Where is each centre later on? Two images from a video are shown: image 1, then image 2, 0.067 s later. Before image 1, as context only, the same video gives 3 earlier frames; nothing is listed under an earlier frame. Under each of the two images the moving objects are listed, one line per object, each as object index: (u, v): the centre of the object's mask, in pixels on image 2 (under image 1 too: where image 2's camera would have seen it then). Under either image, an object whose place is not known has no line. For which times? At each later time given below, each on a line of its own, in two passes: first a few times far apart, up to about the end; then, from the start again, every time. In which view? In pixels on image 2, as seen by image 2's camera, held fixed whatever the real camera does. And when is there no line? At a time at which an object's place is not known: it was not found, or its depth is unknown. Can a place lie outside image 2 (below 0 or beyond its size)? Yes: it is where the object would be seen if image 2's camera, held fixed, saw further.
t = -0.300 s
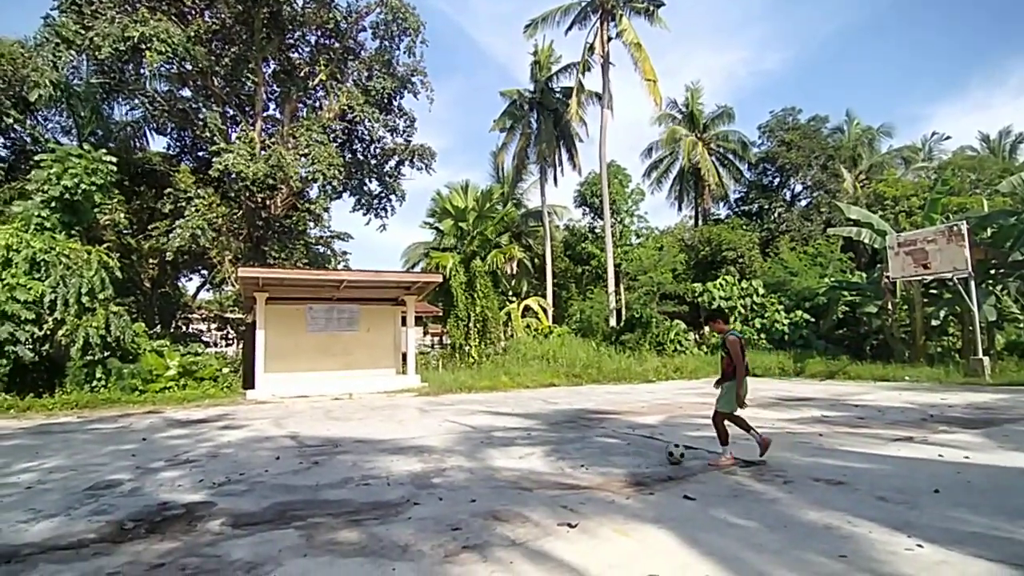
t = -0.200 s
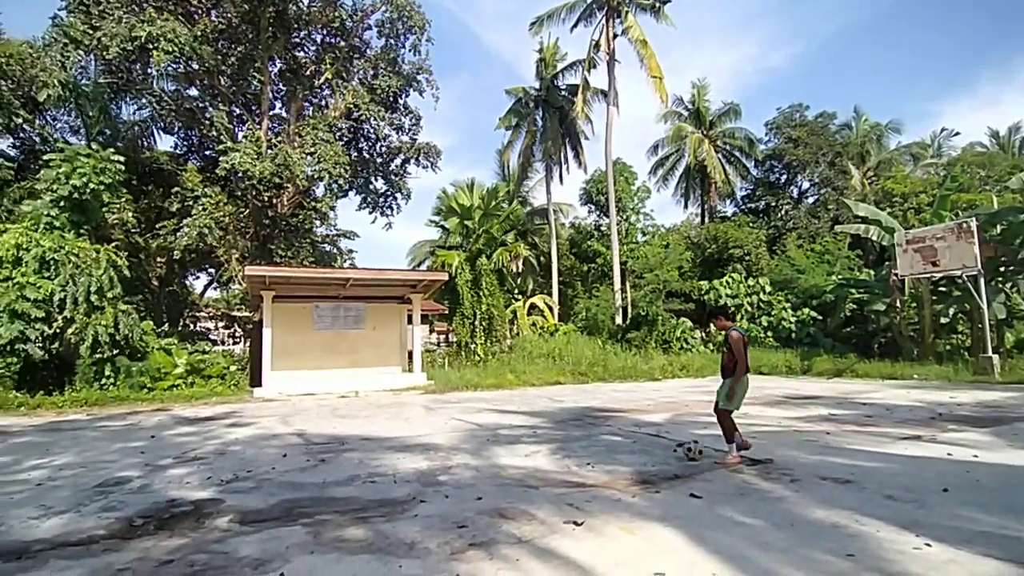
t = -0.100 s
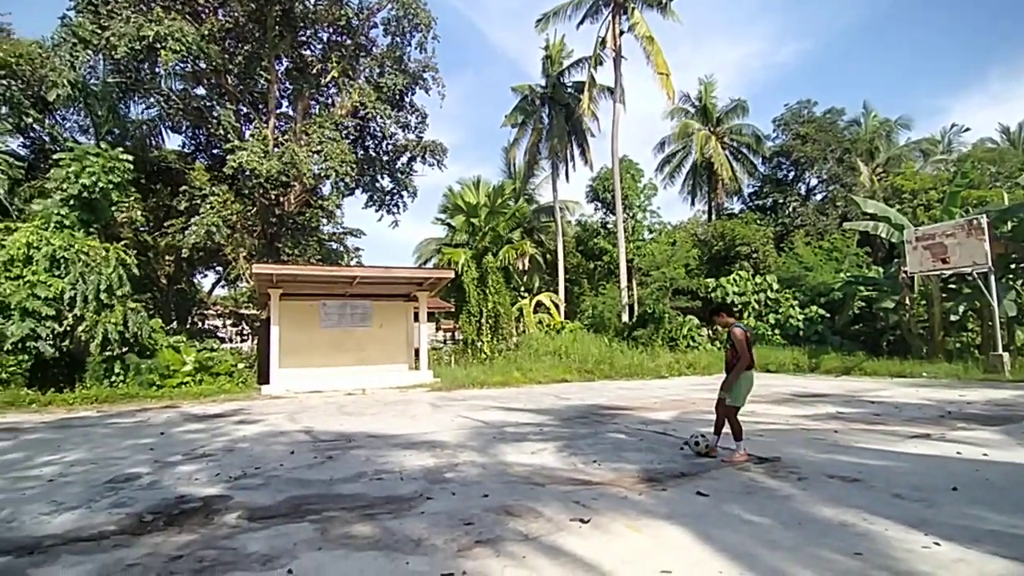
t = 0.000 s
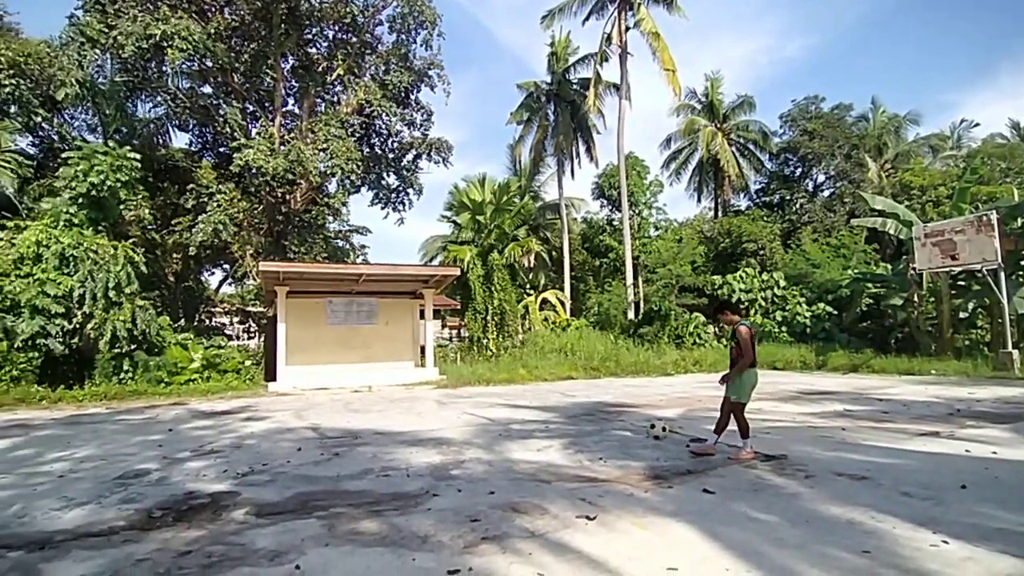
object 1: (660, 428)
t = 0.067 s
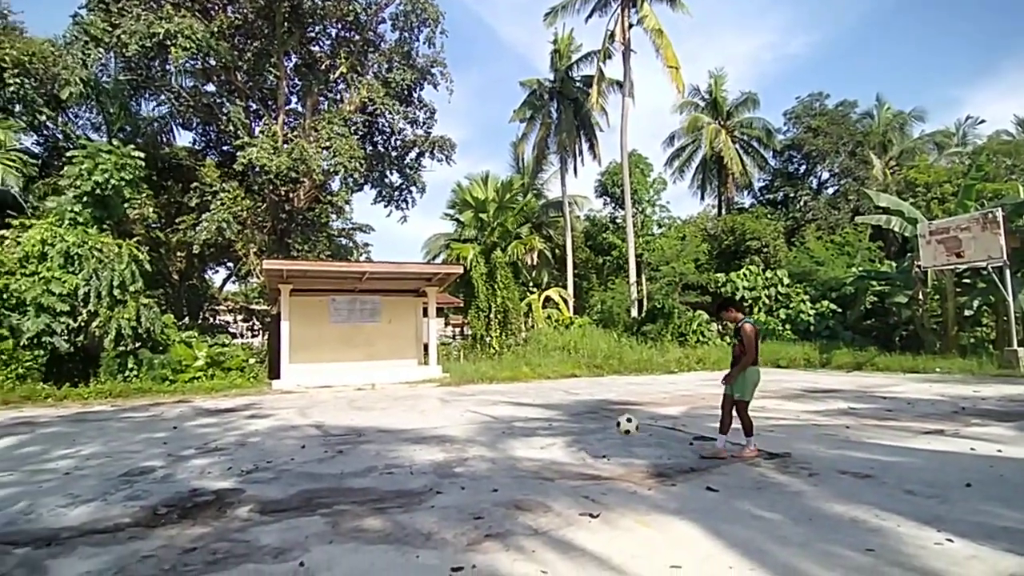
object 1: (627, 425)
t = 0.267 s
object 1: (513, 447)
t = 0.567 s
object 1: (351, 474)
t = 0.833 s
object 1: (219, 500)
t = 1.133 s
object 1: (77, 518)
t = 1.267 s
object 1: (6, 530)
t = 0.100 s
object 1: (609, 425)
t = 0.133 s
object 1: (592, 426)
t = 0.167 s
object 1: (573, 430)
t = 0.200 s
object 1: (554, 434)
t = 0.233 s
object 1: (534, 440)
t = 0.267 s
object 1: (513, 447)
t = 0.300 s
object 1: (493, 455)
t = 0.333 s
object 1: (471, 465)
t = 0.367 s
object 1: (448, 478)
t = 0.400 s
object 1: (430, 481)
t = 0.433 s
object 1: (415, 478)
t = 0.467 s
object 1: (399, 474)
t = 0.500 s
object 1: (384, 473)
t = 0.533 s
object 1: (368, 473)
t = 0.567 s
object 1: (351, 474)
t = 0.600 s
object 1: (335, 476)
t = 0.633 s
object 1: (318, 480)
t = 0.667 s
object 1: (301, 485)
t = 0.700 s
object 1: (283, 492)
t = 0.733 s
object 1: (265, 502)
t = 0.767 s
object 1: (248, 506)
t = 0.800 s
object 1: (235, 502)
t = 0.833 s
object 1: (219, 500)
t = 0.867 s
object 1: (204, 499)
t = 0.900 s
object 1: (190, 500)
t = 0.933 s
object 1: (174, 502)
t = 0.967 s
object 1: (159, 505)
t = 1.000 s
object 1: (143, 510)
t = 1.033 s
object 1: (127, 517)
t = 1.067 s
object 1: (110, 523)
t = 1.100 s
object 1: (93, 519)
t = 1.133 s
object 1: (77, 518)
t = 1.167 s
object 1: (60, 518)
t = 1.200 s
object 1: (43, 521)
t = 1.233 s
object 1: (24, 525)
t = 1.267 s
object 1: (6, 530)
